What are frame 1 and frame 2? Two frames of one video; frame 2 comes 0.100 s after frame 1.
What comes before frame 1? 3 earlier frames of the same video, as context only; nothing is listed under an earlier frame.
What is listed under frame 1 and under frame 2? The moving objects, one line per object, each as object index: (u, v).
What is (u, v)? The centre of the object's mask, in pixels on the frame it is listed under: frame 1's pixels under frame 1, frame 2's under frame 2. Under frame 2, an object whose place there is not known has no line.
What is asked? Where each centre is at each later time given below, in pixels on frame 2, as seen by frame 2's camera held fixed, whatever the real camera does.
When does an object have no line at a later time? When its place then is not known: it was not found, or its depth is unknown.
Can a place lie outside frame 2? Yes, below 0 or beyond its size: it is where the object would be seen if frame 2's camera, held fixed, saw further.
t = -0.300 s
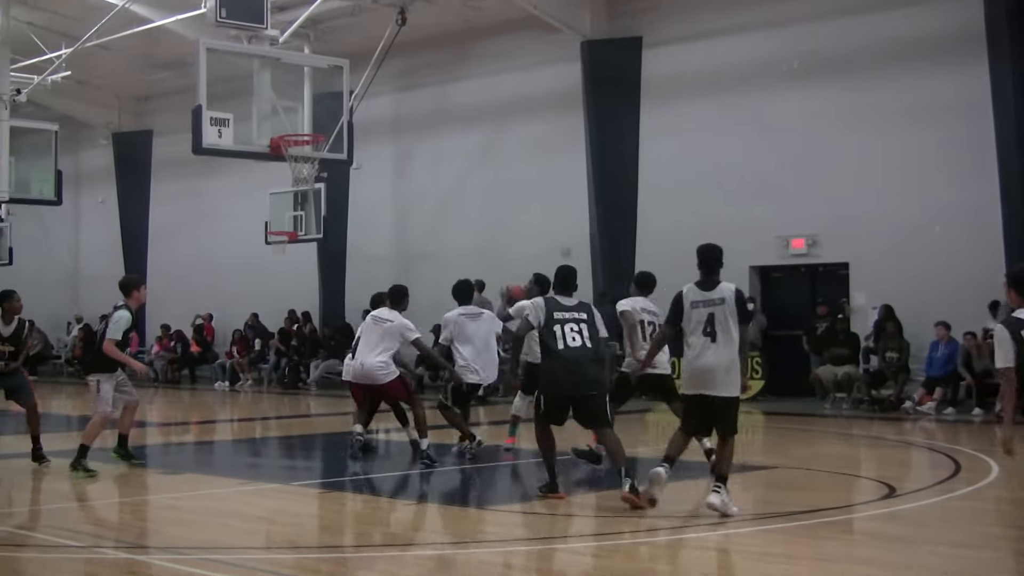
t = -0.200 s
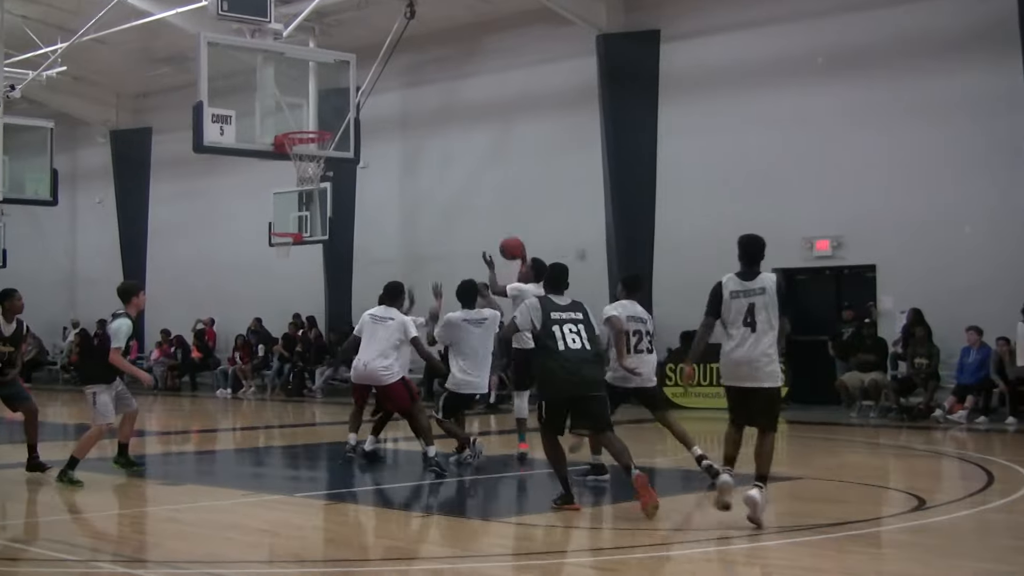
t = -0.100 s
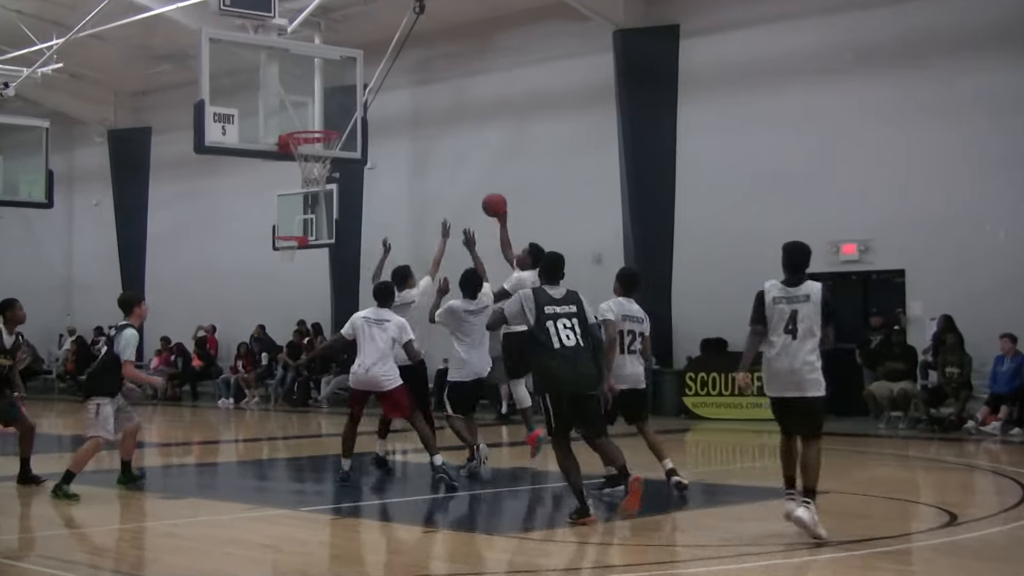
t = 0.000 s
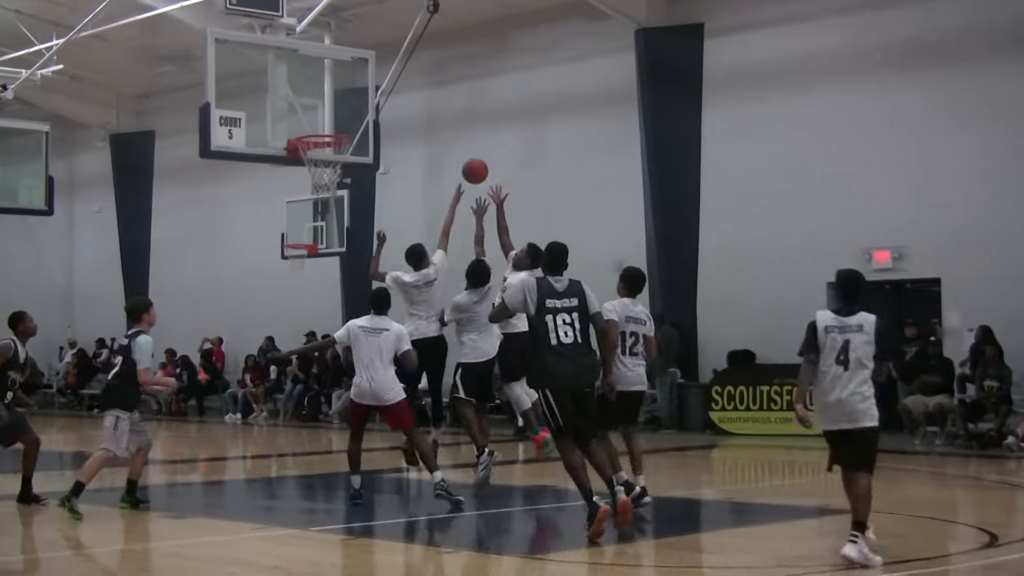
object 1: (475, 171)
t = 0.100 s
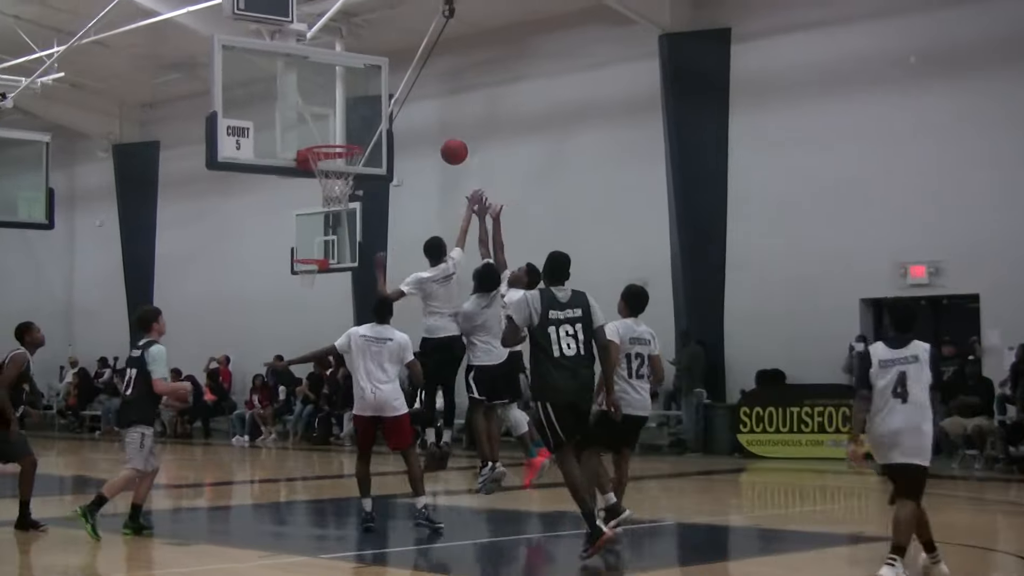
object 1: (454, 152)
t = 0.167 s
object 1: (428, 137)
